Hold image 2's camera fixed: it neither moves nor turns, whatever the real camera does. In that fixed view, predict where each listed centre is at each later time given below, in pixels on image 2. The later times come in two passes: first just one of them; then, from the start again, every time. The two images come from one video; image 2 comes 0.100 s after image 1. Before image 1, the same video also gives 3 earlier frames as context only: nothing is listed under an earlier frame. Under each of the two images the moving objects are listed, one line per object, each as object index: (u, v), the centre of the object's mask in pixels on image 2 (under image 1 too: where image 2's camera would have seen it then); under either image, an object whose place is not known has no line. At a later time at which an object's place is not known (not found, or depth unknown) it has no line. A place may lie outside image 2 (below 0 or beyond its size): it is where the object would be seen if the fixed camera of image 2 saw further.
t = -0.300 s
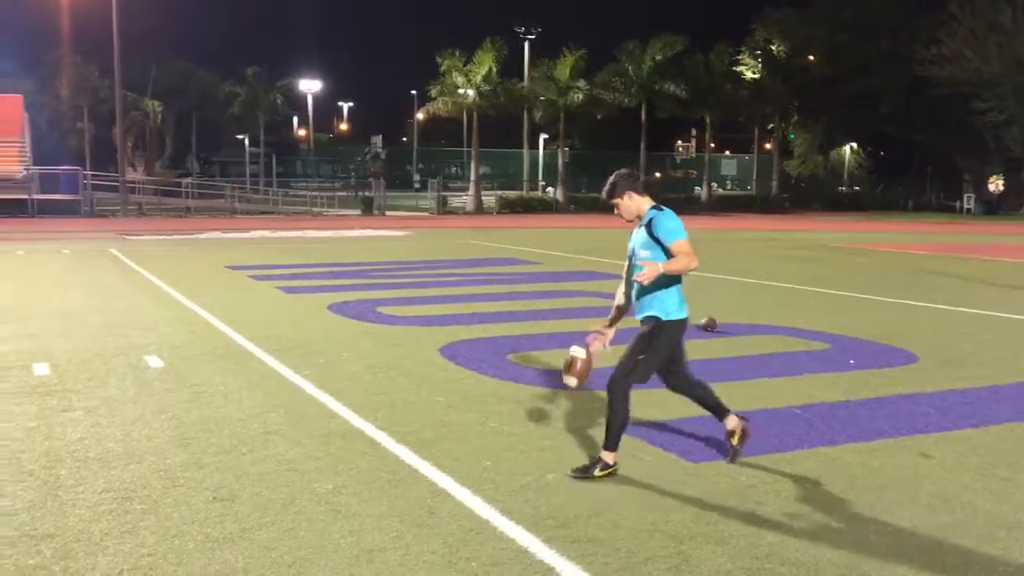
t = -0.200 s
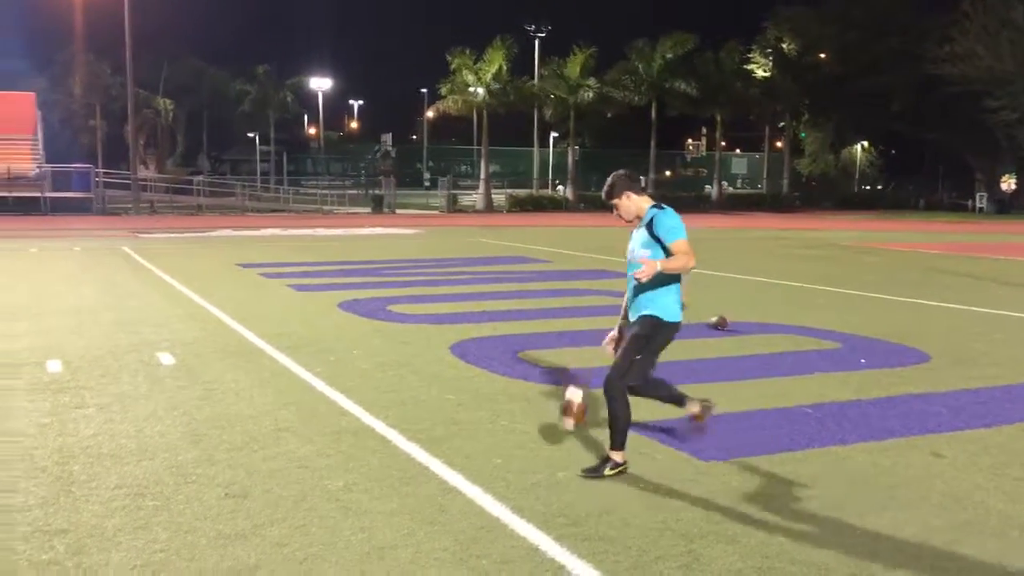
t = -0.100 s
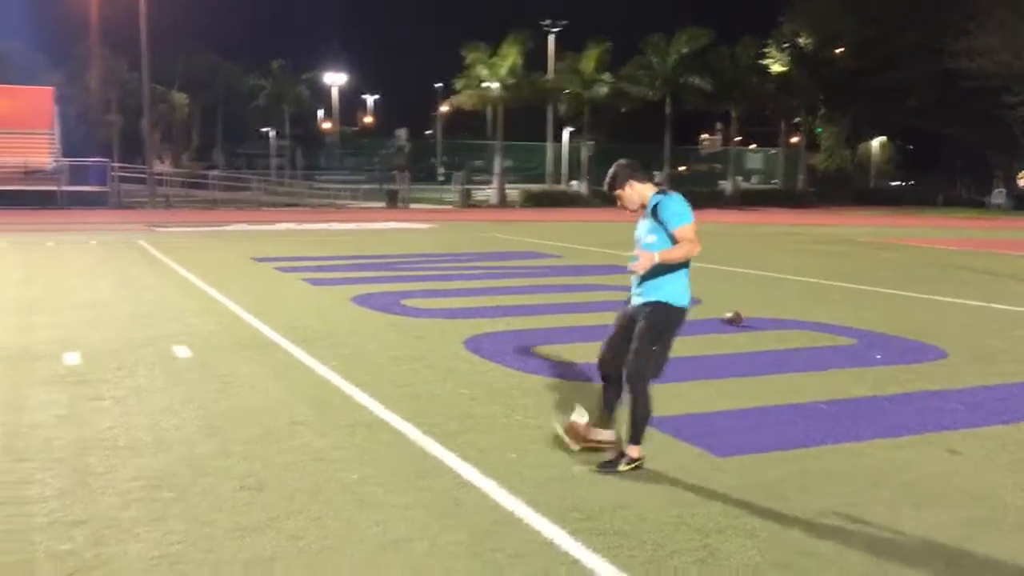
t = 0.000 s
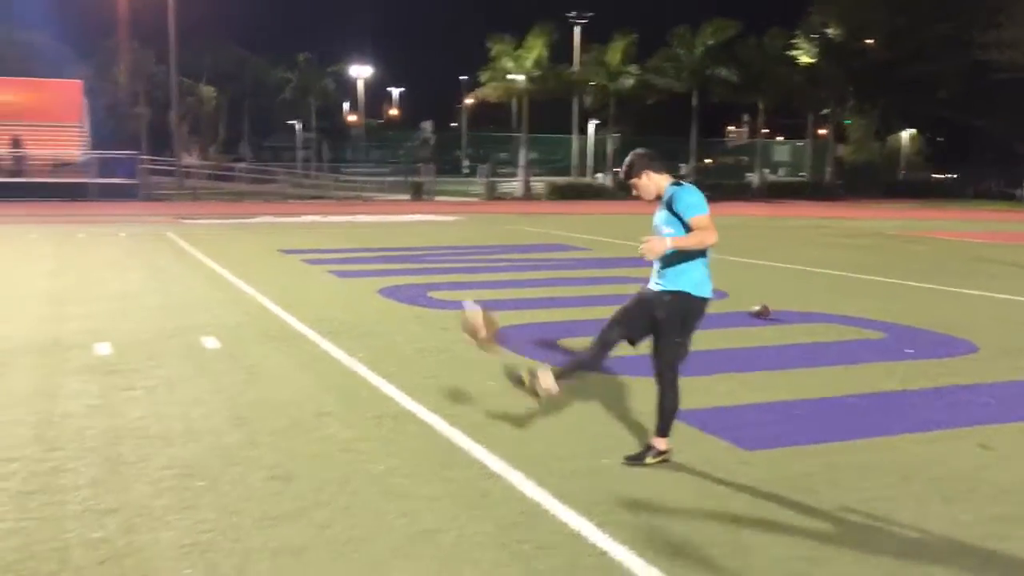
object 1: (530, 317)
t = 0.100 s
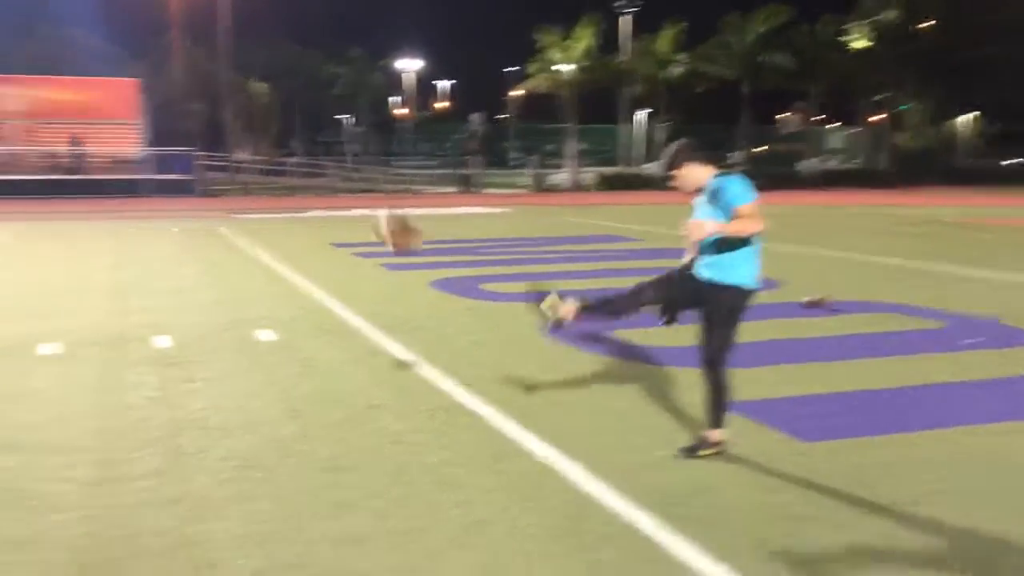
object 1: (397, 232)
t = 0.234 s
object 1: (212, 128)
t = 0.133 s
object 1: (347, 204)
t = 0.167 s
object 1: (306, 176)
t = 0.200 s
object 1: (255, 151)
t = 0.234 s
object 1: (212, 128)
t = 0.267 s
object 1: (157, 104)
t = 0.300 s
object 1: (102, 81)
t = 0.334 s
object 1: (46, 58)
